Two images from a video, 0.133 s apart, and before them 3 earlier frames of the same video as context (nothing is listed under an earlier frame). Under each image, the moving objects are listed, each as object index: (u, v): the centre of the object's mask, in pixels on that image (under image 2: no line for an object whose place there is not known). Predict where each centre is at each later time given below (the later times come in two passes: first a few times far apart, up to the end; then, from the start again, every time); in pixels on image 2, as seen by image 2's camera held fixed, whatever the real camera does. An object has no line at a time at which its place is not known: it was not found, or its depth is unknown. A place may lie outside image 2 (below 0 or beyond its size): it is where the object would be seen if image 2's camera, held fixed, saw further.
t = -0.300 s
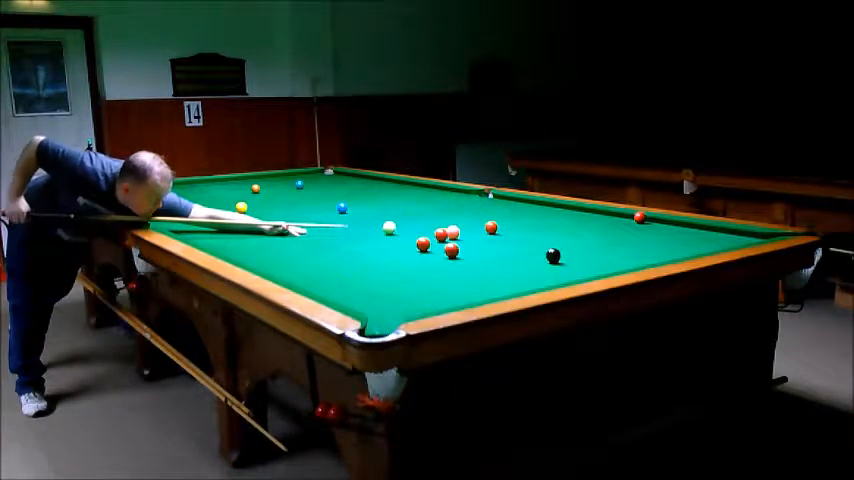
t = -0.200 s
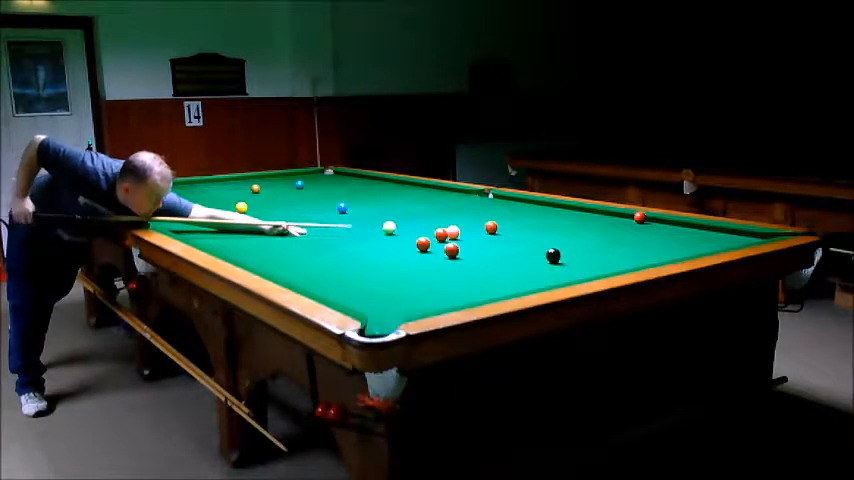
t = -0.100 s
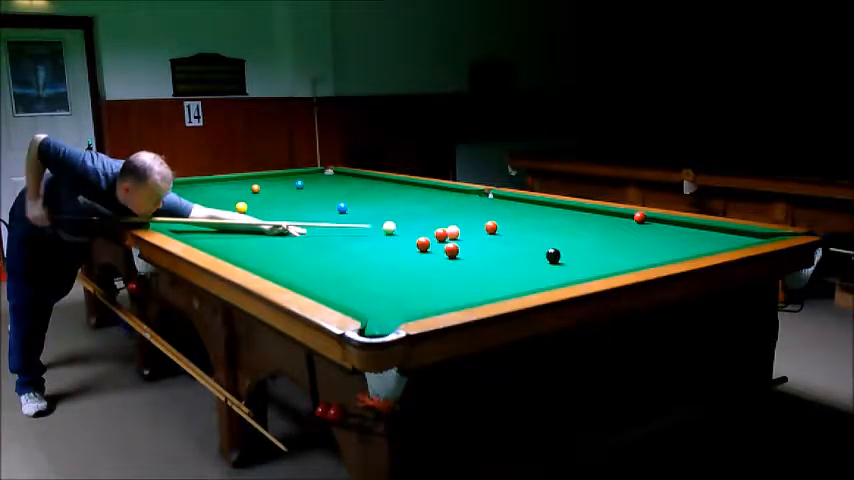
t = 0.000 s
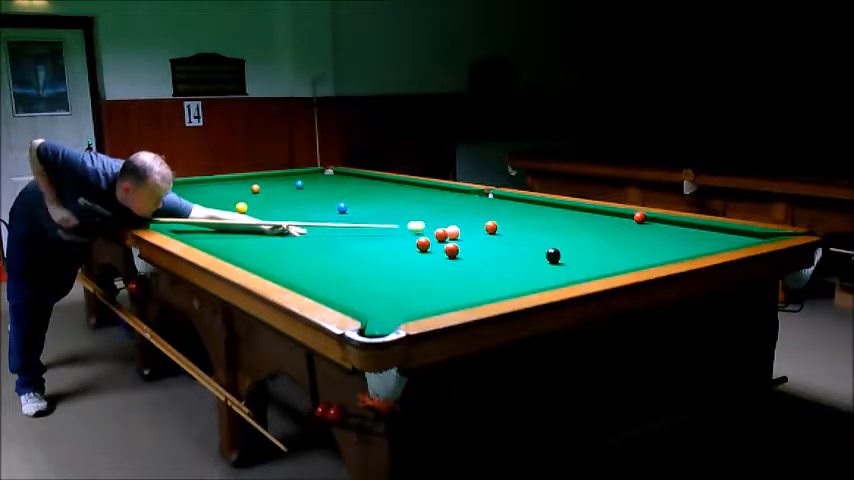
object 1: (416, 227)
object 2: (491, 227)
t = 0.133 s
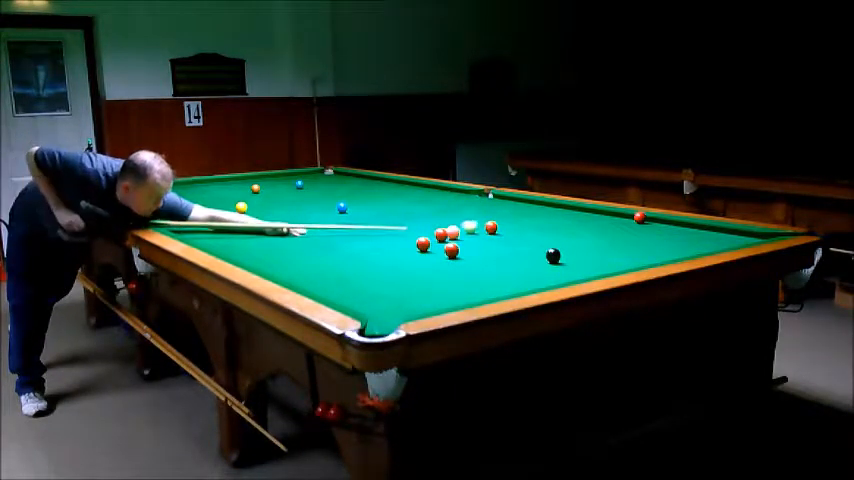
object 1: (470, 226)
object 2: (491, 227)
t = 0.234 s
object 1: (482, 225)
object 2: (517, 228)
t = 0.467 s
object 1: (507, 223)
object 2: (577, 230)
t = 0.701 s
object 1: (530, 220)
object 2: (636, 232)
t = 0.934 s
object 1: (552, 218)
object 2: (696, 234)
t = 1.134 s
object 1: (570, 216)
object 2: (748, 235)
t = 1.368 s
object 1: (589, 214)
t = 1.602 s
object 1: (606, 212)
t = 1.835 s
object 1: (605, 213)
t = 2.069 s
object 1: (597, 214)
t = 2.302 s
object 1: (589, 216)
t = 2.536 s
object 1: (582, 217)
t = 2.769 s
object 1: (576, 218)
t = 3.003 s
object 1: (570, 220)
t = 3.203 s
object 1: (567, 220)
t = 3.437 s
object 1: (562, 221)
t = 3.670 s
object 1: (559, 222)
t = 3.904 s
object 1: (556, 222)
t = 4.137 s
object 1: (554, 223)
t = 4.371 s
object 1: (553, 223)
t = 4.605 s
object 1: (553, 223)
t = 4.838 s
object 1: (553, 223)
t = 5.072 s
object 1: (553, 223)
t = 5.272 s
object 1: (553, 223)
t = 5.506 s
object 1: (553, 223)
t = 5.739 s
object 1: (553, 223)
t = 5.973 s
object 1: (553, 223)
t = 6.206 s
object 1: (553, 223)
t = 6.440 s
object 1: (553, 223)
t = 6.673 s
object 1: (553, 223)
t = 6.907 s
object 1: (553, 223)
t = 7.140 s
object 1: (553, 223)
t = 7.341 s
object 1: (553, 223)
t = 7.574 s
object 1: (553, 223)
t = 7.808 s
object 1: (553, 223)
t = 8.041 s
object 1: (553, 223)
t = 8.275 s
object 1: (553, 223)
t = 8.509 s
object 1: (553, 223)
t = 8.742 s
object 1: (553, 223)
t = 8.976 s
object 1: (553, 223)
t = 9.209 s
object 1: (553, 223)
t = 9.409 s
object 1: (553, 223)
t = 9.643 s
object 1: (553, 223)
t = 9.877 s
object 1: (553, 223)
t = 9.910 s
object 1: (553, 223)
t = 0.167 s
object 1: (479, 226)
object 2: (495, 227)
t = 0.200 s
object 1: (480, 226)
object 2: (506, 228)
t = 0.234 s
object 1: (482, 225)
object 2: (517, 228)
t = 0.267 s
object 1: (485, 225)
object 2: (526, 228)
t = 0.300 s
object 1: (489, 225)
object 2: (536, 229)
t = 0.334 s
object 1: (492, 224)
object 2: (544, 229)
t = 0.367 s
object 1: (496, 224)
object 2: (553, 230)
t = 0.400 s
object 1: (500, 224)
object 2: (561, 230)
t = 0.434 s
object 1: (503, 223)
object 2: (569, 230)
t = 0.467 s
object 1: (507, 223)
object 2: (577, 230)
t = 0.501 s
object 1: (510, 222)
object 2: (585, 230)
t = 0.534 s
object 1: (514, 222)
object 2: (594, 231)
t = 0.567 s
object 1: (517, 222)
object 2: (602, 231)
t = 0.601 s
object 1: (520, 221)
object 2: (610, 231)
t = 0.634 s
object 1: (524, 221)
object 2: (619, 231)
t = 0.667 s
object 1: (527, 221)
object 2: (628, 232)
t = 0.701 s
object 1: (530, 220)
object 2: (636, 232)
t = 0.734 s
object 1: (534, 220)
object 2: (645, 232)
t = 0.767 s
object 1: (537, 219)
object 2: (653, 233)
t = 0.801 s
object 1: (540, 219)
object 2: (662, 233)
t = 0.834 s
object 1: (543, 219)
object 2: (670, 233)
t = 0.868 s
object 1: (546, 219)
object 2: (679, 233)
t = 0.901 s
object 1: (549, 218)
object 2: (687, 234)
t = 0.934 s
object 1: (552, 218)
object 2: (696, 234)
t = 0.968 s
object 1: (555, 218)
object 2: (705, 234)
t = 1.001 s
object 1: (558, 217)
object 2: (713, 234)
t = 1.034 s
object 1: (561, 217)
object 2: (722, 235)
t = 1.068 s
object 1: (564, 217)
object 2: (731, 235)
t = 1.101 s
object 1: (567, 216)
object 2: (740, 236)
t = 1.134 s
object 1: (570, 216)
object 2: (748, 235)
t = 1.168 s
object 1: (573, 216)
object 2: (756, 235)
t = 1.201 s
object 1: (575, 215)
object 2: (765, 235)
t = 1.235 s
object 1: (578, 215)
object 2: (773, 235)
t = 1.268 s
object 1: (581, 215)
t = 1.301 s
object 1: (584, 214)
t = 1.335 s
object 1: (586, 214)
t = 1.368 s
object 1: (589, 214)
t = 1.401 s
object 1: (592, 214)
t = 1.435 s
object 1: (594, 214)
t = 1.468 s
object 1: (597, 213)
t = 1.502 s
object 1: (599, 213)
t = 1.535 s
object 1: (601, 213)
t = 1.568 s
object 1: (604, 213)
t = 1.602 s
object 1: (606, 212)
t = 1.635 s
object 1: (609, 212)
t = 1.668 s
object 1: (611, 212)
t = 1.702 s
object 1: (610, 212)
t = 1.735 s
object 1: (609, 212)
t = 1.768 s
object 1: (608, 212)
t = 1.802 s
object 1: (606, 213)
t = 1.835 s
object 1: (605, 213)
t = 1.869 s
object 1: (604, 213)
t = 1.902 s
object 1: (603, 213)
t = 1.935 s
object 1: (601, 214)
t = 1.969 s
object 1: (600, 214)
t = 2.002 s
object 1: (599, 214)
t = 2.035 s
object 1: (598, 214)
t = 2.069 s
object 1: (597, 214)
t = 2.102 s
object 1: (596, 215)
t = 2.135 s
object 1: (594, 215)
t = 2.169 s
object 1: (594, 215)
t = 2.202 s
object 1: (592, 215)
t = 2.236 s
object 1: (591, 215)
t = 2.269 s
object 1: (590, 215)
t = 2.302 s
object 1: (589, 216)
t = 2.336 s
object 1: (588, 216)
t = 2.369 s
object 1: (587, 216)
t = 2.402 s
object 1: (586, 216)
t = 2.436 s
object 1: (585, 216)
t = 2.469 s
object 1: (584, 217)
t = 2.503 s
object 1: (583, 217)
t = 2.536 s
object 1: (582, 217)
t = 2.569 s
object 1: (581, 217)
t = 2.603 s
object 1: (581, 217)
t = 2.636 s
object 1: (580, 217)
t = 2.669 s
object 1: (579, 217)
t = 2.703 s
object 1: (578, 218)
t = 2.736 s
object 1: (577, 218)
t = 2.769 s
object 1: (576, 218)
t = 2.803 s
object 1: (575, 218)
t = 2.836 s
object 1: (574, 219)
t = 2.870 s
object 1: (574, 219)
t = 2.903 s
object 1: (573, 219)
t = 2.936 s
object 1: (572, 219)
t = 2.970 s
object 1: (571, 219)
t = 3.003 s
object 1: (570, 220)
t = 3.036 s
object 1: (570, 220)
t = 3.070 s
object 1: (569, 220)
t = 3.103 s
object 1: (568, 220)
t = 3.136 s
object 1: (568, 220)
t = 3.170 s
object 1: (567, 220)
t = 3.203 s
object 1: (567, 220)
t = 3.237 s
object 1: (566, 220)
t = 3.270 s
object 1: (565, 221)
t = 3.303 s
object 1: (565, 221)
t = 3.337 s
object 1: (564, 221)
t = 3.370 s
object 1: (563, 221)
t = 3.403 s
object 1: (562, 221)
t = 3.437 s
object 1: (562, 221)
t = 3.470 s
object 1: (562, 221)
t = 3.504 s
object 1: (561, 221)
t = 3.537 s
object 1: (560, 222)
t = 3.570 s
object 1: (560, 221)
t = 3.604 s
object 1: (559, 222)
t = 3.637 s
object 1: (559, 222)
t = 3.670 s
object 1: (559, 222)
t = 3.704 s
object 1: (558, 222)
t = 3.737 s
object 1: (557, 222)
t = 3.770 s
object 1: (557, 222)
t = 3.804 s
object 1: (557, 222)
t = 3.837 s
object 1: (556, 222)
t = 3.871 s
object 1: (556, 222)
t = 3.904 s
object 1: (556, 222)
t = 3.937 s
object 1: (555, 222)
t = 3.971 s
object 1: (555, 222)
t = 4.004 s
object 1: (555, 222)
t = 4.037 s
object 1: (554, 222)
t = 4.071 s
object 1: (554, 222)
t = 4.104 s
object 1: (554, 222)
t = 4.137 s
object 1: (554, 223)
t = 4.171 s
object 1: (554, 223)
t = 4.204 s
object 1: (554, 223)
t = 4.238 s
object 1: (554, 223)
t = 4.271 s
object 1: (554, 223)
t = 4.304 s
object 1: (553, 223)
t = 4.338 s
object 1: (553, 223)
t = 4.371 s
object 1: (553, 223)
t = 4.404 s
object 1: (553, 223)
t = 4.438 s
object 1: (553, 223)
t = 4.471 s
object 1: (553, 223)
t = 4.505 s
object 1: (553, 223)
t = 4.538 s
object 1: (553, 223)
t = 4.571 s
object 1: (553, 223)
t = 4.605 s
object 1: (553, 223)
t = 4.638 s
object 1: (553, 223)
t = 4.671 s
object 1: (553, 223)
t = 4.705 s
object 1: (553, 223)
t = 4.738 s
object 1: (553, 223)
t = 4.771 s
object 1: (553, 223)
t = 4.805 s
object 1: (553, 223)
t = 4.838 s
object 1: (553, 223)
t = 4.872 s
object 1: (553, 223)
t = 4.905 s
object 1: (553, 223)
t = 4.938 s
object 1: (553, 223)
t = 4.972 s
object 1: (553, 223)
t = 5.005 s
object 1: (553, 223)
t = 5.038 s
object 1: (553, 223)
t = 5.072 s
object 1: (553, 223)
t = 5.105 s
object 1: (553, 223)
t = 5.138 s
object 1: (553, 223)
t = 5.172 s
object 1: (553, 223)
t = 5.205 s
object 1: (553, 223)
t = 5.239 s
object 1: (553, 223)
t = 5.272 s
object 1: (553, 223)
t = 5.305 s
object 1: (553, 223)
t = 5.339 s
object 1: (553, 223)
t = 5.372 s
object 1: (553, 223)
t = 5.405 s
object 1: (553, 223)
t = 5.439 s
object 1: (553, 223)
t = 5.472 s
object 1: (553, 223)
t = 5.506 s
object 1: (553, 223)
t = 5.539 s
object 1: (553, 223)
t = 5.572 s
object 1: (553, 223)
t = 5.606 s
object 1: (553, 223)
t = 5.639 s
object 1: (553, 223)
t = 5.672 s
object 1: (553, 223)
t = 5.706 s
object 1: (553, 223)
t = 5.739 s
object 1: (553, 223)
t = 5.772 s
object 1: (553, 223)
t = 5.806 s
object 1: (553, 223)
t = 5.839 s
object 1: (553, 223)
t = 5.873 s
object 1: (553, 223)
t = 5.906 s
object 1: (553, 223)
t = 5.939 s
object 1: (553, 223)
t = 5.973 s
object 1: (553, 223)
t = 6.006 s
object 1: (553, 223)
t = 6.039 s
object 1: (553, 223)
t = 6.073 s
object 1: (553, 223)
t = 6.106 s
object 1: (553, 223)
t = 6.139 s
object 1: (553, 223)
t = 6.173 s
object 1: (553, 223)
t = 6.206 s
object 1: (553, 223)
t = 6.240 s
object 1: (553, 223)
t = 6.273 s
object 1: (553, 223)
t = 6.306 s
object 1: (553, 223)
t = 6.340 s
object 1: (553, 223)
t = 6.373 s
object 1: (553, 223)
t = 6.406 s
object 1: (553, 223)
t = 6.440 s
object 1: (553, 223)
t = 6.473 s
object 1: (553, 223)
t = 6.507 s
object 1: (553, 223)
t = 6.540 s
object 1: (553, 223)
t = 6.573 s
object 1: (553, 223)
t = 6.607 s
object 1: (553, 223)
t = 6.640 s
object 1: (553, 223)
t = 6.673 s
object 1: (553, 223)
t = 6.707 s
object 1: (553, 223)
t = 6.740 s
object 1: (553, 223)
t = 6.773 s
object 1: (553, 223)
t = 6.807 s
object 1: (553, 223)
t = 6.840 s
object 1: (553, 223)
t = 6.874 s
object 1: (553, 223)
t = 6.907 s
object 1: (553, 223)
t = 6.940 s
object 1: (553, 223)
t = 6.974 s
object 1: (553, 223)
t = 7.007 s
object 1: (553, 223)
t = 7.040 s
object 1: (553, 223)
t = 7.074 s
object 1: (553, 223)
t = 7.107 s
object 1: (553, 223)
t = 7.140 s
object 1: (553, 223)
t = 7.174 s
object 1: (553, 223)
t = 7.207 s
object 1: (553, 223)
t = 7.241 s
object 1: (553, 223)
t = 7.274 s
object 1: (553, 223)
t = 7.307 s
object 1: (553, 223)
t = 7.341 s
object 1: (553, 223)
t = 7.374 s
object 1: (553, 223)
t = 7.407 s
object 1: (553, 223)
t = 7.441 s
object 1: (553, 223)
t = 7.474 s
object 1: (553, 223)
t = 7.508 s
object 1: (553, 223)
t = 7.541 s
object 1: (553, 223)
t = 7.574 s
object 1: (553, 223)
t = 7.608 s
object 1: (553, 223)
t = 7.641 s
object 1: (553, 223)
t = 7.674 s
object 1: (553, 223)
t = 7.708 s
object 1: (553, 223)
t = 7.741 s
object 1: (553, 223)
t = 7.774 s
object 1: (553, 223)
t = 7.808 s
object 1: (553, 223)
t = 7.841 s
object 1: (553, 223)
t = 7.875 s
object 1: (553, 223)
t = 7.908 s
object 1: (553, 223)
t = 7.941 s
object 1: (553, 223)
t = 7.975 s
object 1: (553, 223)
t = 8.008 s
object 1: (553, 223)
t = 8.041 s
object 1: (553, 223)
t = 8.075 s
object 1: (553, 223)
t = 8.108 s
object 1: (553, 223)
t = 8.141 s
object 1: (553, 223)
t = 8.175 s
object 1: (553, 223)
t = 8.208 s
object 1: (553, 223)
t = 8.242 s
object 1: (553, 223)
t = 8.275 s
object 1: (553, 223)
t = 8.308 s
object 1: (553, 223)
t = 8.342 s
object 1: (553, 223)
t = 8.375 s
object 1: (553, 223)
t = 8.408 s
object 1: (553, 223)
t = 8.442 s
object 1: (553, 223)
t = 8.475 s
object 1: (553, 223)
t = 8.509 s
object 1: (553, 223)
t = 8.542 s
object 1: (553, 223)
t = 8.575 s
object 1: (553, 223)
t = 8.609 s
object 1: (553, 223)
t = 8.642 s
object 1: (553, 223)
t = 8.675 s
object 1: (553, 223)
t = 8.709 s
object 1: (553, 223)
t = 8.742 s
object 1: (553, 223)
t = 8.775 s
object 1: (553, 223)
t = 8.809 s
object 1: (553, 223)
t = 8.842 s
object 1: (553, 223)
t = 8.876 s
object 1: (553, 223)
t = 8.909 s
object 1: (553, 223)
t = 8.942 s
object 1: (553, 223)
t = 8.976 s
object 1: (553, 223)
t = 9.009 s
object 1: (553, 223)
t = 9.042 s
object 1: (553, 223)
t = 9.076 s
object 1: (553, 223)
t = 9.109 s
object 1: (553, 223)
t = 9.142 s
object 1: (553, 223)
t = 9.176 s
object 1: (553, 223)
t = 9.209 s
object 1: (553, 223)
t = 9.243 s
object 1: (553, 223)
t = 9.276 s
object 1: (553, 223)
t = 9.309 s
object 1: (553, 223)
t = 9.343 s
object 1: (553, 223)
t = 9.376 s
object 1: (553, 223)
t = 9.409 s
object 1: (553, 223)
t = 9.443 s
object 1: (553, 223)
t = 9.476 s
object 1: (553, 223)
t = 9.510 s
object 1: (553, 223)
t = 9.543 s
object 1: (553, 223)
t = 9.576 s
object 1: (553, 223)
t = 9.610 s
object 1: (553, 223)
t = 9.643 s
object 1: (553, 223)
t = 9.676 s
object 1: (553, 223)
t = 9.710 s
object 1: (553, 223)
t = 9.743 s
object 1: (553, 223)
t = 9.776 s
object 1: (553, 223)
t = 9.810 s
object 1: (553, 223)
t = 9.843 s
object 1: (553, 223)
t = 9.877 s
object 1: (553, 223)
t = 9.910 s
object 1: (553, 223)
